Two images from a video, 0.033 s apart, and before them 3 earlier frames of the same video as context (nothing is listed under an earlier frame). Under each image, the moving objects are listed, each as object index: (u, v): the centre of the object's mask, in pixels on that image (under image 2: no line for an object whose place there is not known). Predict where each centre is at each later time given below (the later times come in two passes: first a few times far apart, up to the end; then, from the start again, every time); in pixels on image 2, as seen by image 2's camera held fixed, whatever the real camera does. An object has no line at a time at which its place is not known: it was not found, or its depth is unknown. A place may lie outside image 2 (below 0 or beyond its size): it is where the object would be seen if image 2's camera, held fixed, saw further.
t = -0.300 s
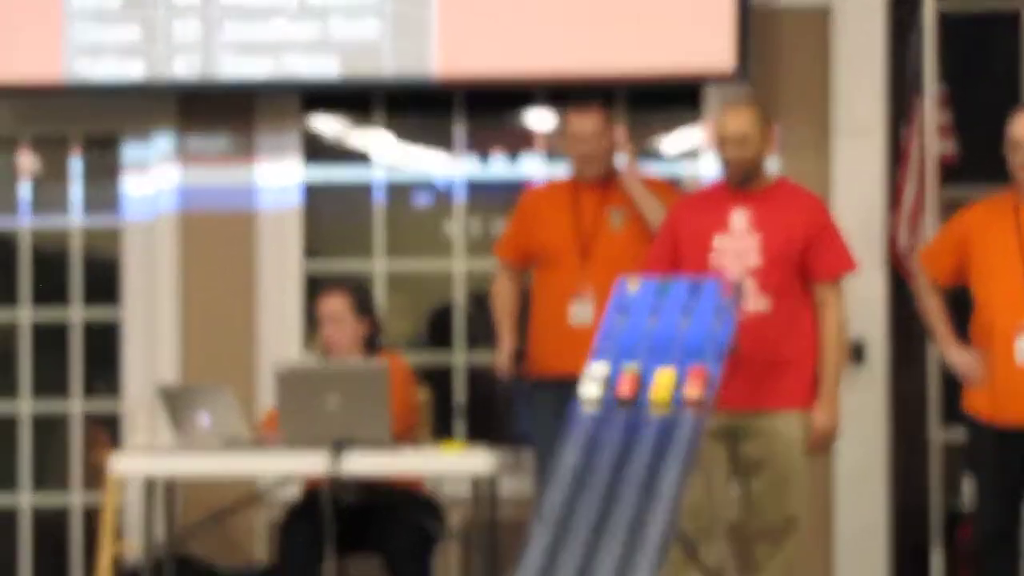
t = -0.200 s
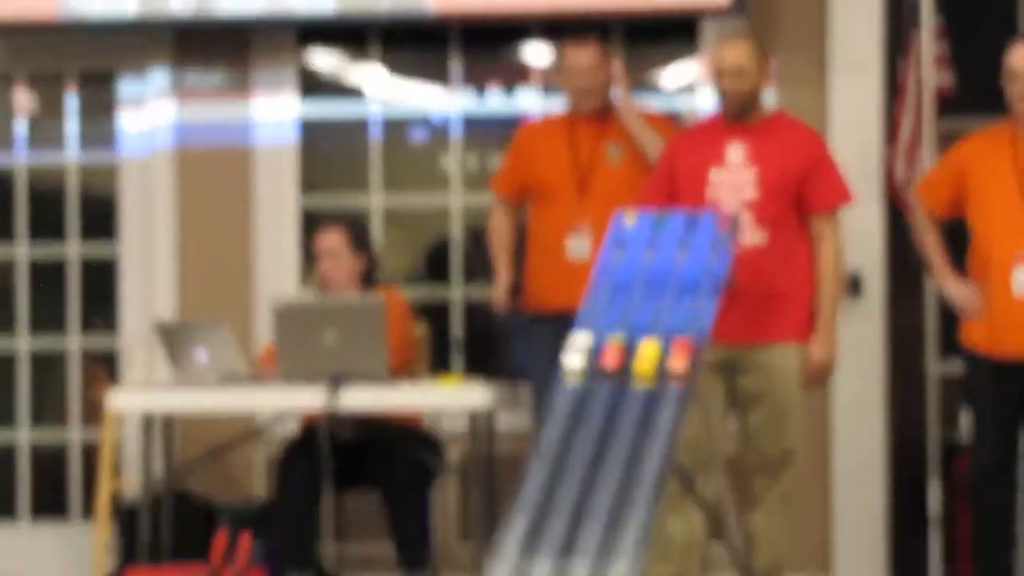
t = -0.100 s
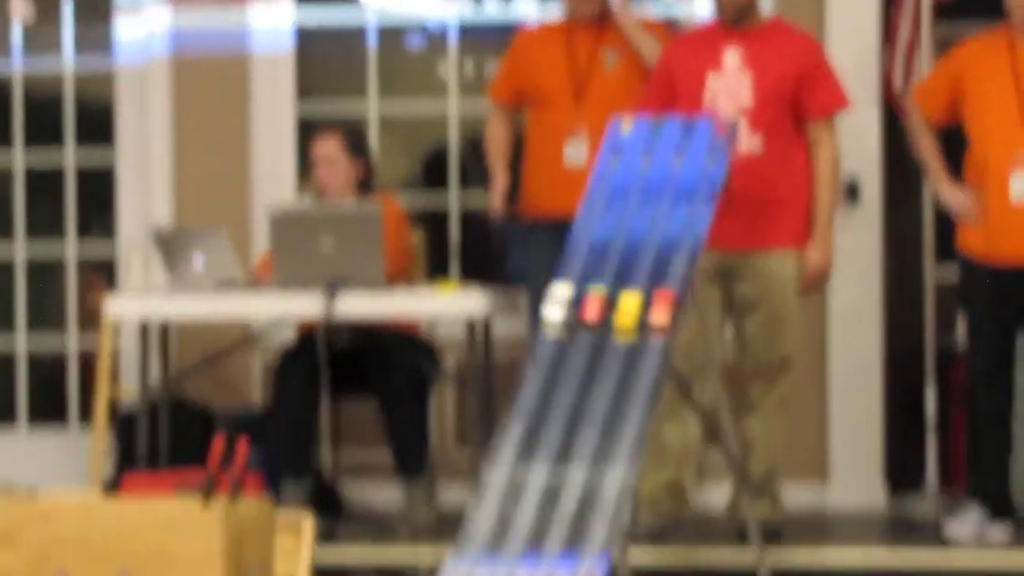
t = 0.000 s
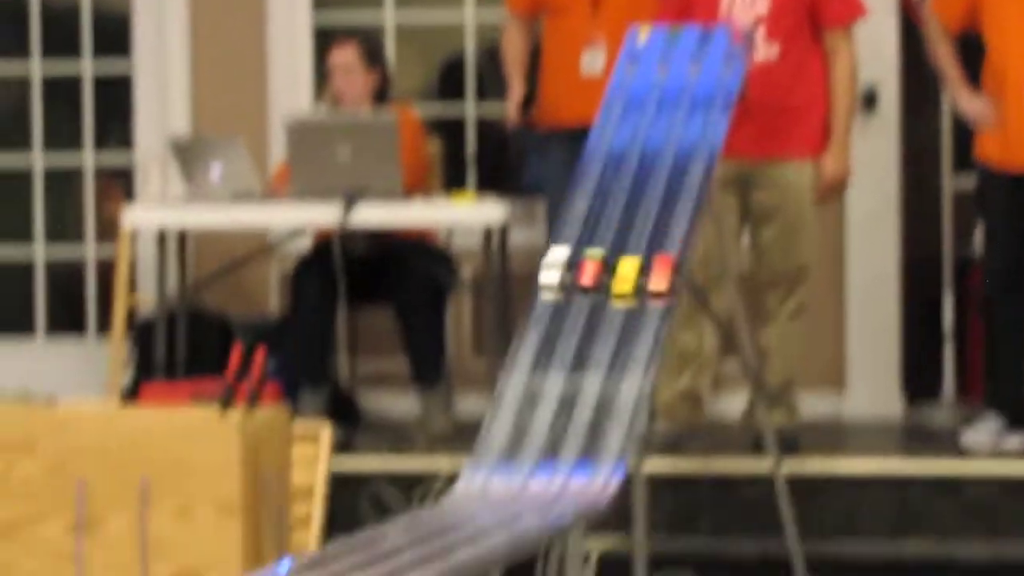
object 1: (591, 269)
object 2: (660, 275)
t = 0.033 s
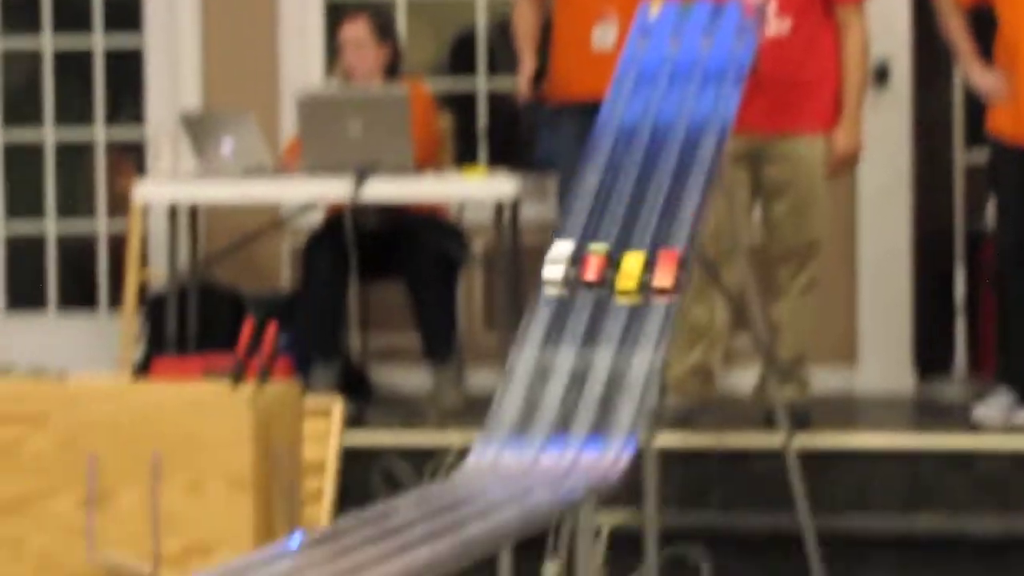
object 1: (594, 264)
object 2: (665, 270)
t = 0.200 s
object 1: (553, 390)
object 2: (628, 397)
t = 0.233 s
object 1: (544, 419)
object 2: (619, 425)
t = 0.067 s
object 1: (587, 286)
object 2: (658, 293)
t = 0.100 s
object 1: (579, 309)
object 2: (652, 316)
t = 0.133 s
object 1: (571, 332)
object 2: (645, 340)
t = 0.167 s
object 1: (562, 360)
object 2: (637, 368)
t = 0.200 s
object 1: (553, 390)
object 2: (628, 397)
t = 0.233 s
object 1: (544, 419)
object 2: (619, 425)
